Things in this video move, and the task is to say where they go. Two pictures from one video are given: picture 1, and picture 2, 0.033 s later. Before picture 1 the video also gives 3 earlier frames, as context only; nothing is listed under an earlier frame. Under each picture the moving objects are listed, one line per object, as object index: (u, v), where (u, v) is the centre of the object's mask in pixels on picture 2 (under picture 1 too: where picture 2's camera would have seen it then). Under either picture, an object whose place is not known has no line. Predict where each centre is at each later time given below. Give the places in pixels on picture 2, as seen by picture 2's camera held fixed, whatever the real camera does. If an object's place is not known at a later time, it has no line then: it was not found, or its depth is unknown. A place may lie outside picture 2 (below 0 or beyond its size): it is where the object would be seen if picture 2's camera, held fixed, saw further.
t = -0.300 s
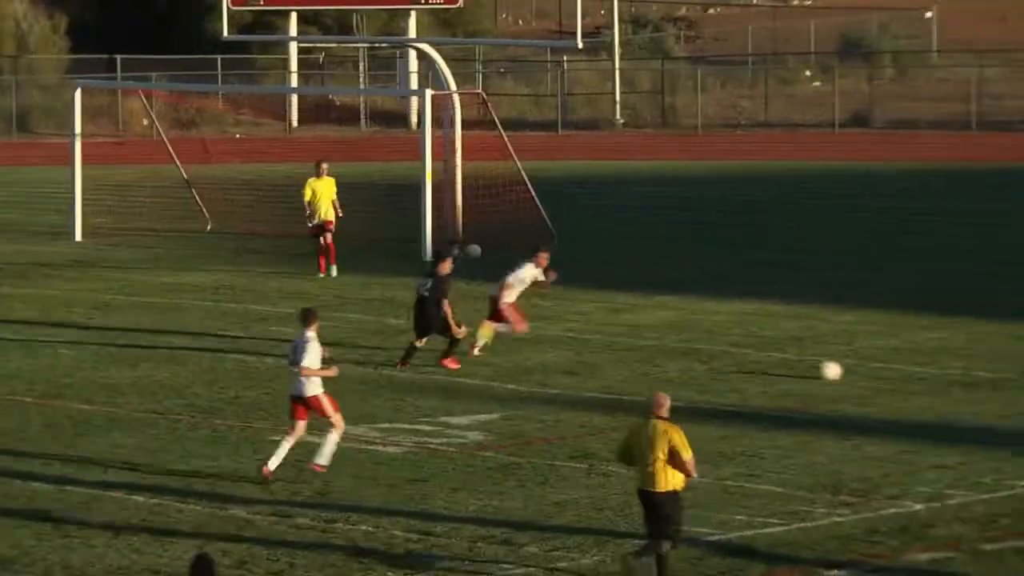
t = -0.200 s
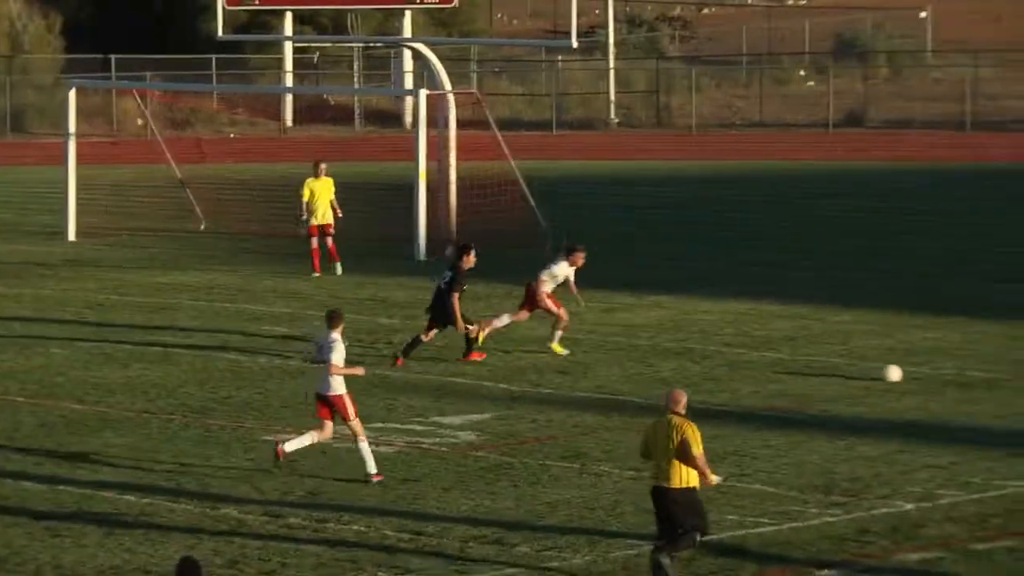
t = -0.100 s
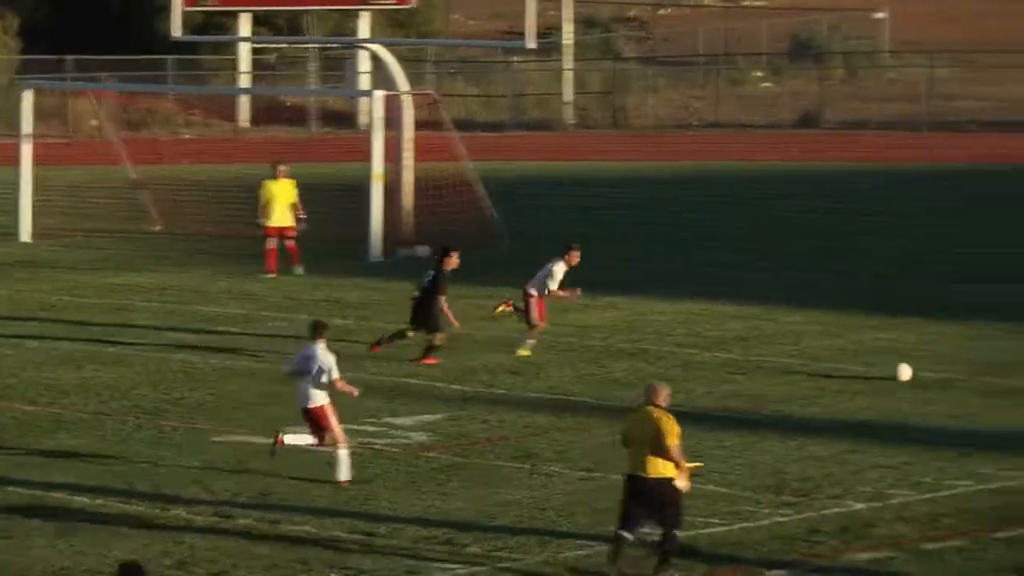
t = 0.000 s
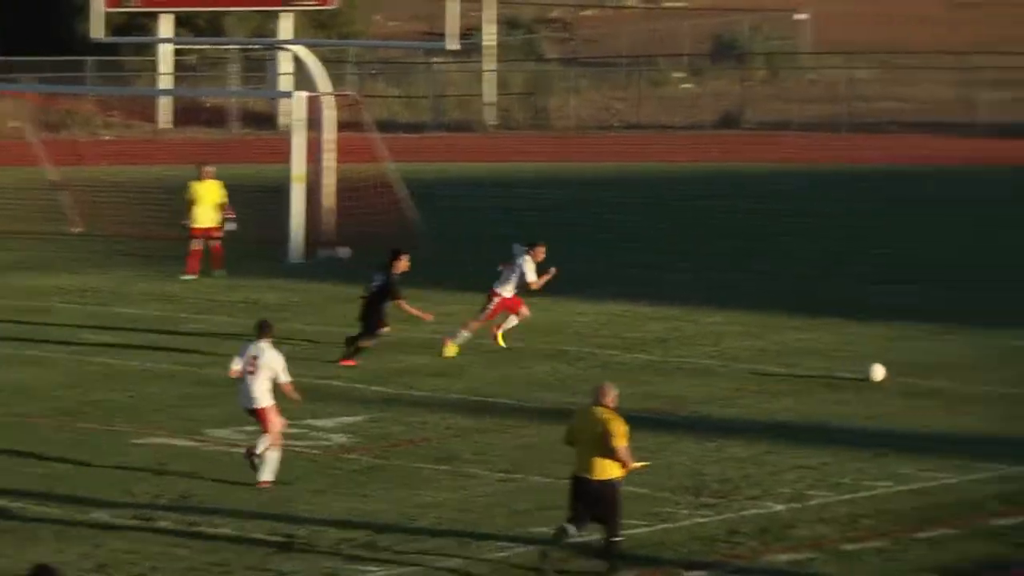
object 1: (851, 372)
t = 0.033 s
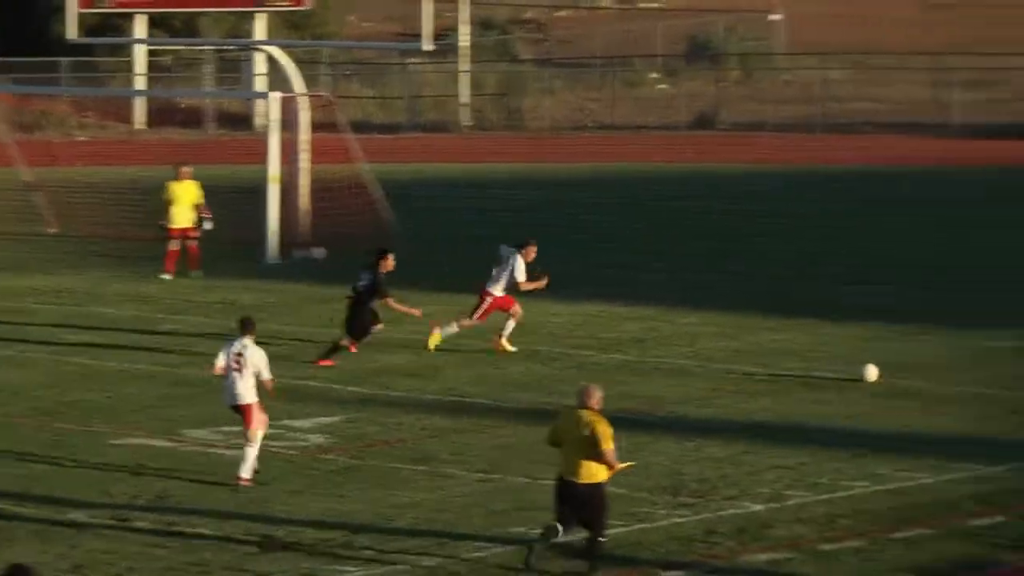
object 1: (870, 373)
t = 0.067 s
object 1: (887, 374)
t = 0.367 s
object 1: (1019, 372)
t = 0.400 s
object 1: (1031, 372)
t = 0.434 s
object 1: (1044, 373)
